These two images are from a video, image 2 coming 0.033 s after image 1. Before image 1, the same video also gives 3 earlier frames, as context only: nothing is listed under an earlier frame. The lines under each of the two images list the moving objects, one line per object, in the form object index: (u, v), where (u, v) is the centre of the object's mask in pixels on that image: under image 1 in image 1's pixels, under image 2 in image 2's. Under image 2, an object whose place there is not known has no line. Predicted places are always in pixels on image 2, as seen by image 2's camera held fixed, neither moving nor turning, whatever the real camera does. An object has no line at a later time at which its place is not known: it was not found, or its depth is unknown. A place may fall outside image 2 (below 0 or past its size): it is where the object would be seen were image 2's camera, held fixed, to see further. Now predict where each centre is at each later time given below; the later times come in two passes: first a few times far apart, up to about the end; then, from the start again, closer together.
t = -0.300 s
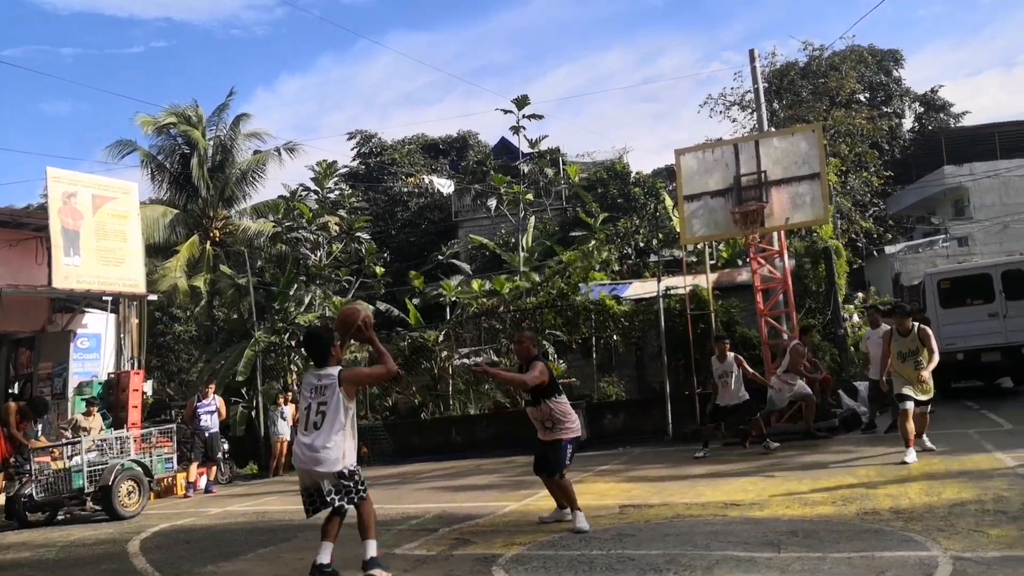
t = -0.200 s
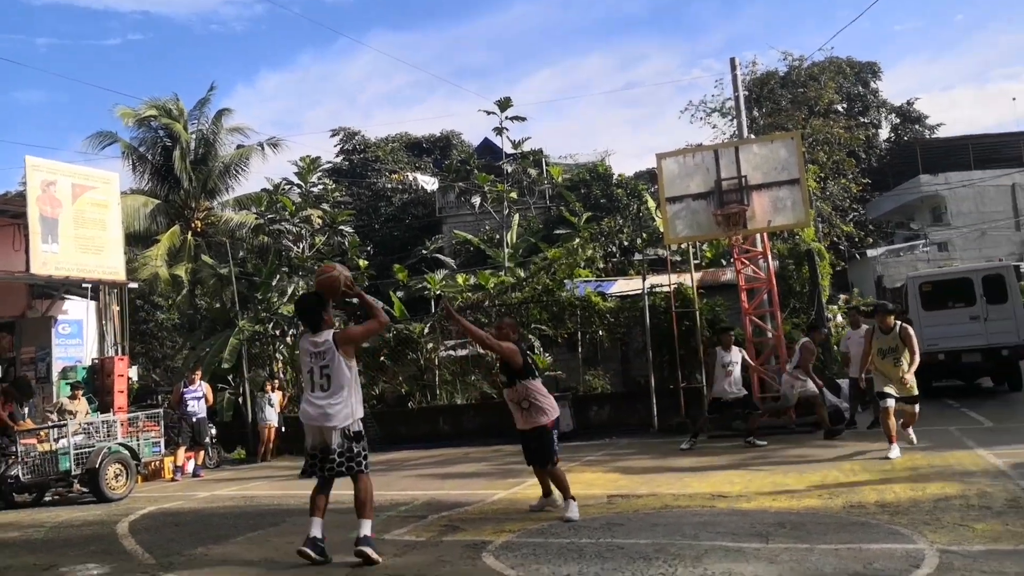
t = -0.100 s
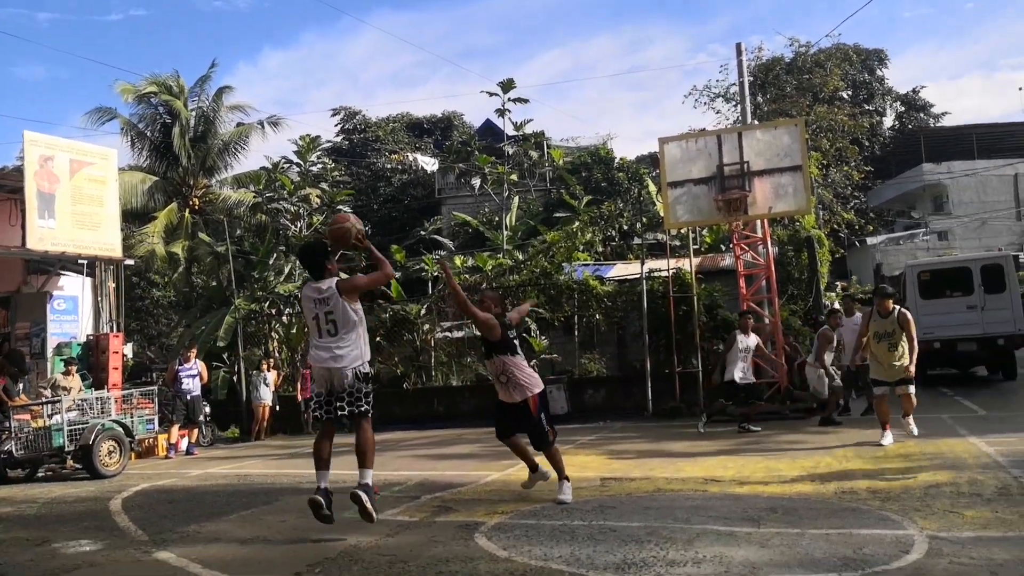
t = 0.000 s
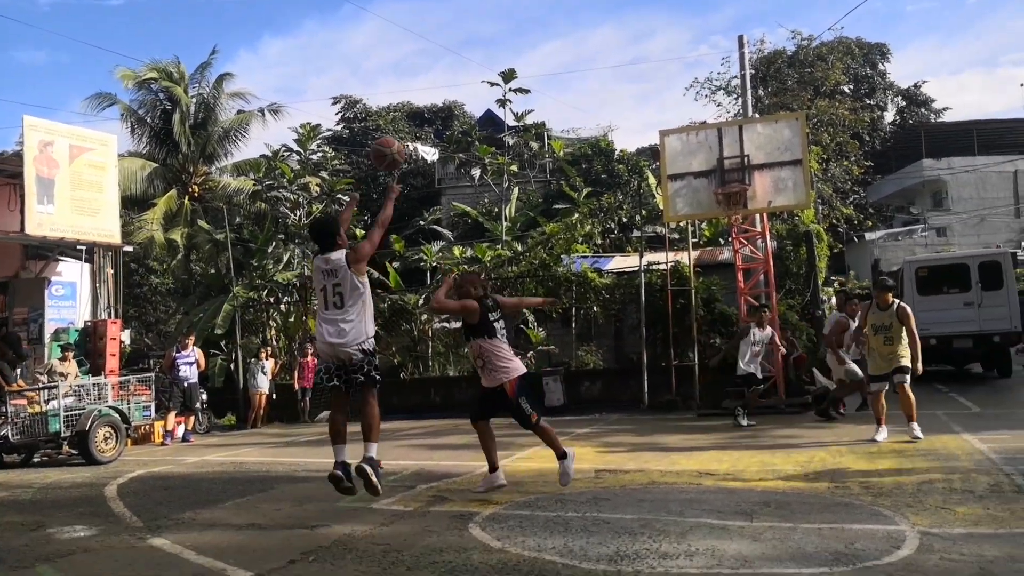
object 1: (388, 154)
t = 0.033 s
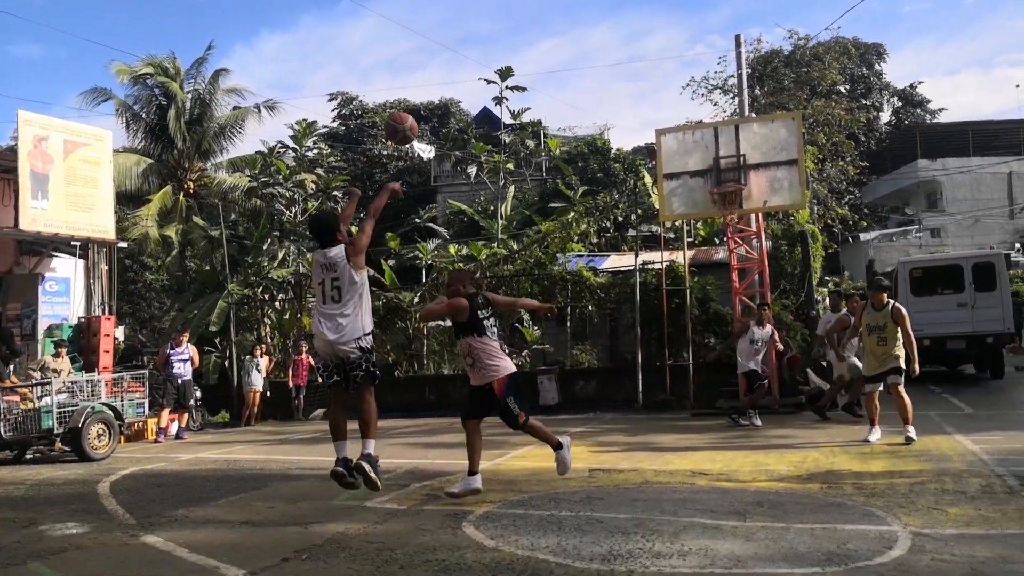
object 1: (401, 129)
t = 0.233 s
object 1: (488, 41)
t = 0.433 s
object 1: (557, 16)
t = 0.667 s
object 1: (622, 37)
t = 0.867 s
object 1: (668, 91)
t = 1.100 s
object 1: (714, 182)
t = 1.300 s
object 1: (732, 169)
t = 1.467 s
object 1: (734, 154)
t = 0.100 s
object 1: (433, 92)
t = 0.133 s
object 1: (448, 75)
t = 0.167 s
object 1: (462, 62)
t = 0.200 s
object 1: (475, 50)
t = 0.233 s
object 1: (488, 41)
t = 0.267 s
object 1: (500, 33)
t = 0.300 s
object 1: (512, 26)
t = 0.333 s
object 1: (525, 22)
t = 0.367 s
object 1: (536, 20)
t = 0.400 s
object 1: (546, 17)
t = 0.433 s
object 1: (557, 16)
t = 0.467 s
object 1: (567, 17)
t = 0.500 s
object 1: (577, 19)
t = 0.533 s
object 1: (586, 20)
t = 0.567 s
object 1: (595, 22)
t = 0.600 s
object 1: (605, 27)
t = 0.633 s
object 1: (614, 33)
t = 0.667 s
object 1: (622, 37)
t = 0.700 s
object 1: (629, 43)
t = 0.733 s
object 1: (637, 53)
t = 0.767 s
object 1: (645, 61)
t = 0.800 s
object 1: (653, 69)
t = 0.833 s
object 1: (661, 79)
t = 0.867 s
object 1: (668, 91)
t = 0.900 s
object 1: (676, 103)
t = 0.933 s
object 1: (683, 115)
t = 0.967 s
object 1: (689, 127)
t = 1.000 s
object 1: (695, 140)
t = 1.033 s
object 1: (703, 154)
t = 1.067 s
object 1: (709, 167)
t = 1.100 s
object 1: (714, 182)
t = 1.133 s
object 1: (722, 187)
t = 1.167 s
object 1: (732, 182)
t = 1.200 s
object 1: (735, 180)
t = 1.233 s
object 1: (734, 176)
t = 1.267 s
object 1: (734, 171)
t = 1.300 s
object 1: (732, 169)
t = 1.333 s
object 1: (734, 160)
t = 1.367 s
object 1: (733, 158)
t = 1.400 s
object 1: (734, 156)
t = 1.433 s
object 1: (734, 155)
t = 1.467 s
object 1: (734, 154)
